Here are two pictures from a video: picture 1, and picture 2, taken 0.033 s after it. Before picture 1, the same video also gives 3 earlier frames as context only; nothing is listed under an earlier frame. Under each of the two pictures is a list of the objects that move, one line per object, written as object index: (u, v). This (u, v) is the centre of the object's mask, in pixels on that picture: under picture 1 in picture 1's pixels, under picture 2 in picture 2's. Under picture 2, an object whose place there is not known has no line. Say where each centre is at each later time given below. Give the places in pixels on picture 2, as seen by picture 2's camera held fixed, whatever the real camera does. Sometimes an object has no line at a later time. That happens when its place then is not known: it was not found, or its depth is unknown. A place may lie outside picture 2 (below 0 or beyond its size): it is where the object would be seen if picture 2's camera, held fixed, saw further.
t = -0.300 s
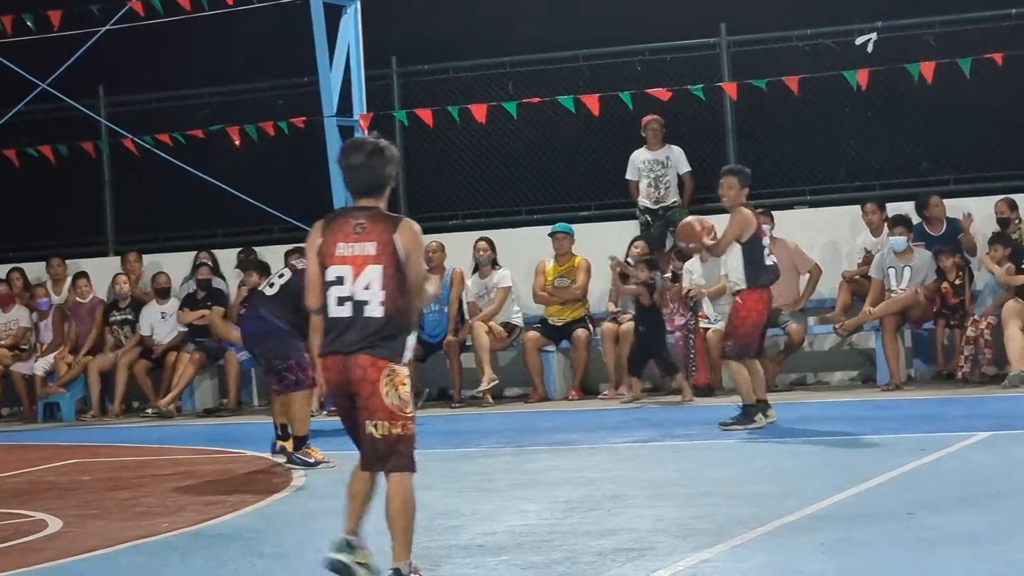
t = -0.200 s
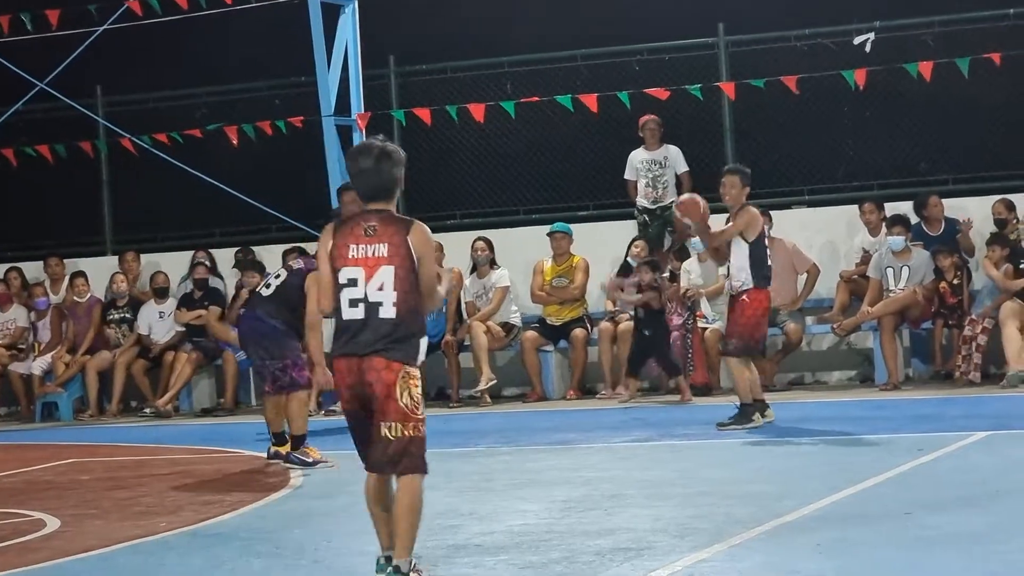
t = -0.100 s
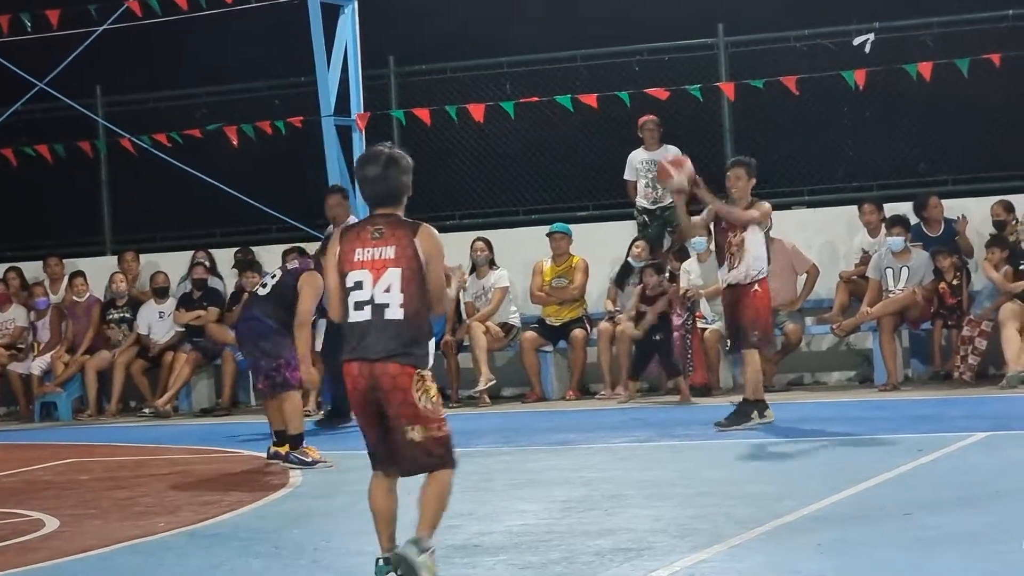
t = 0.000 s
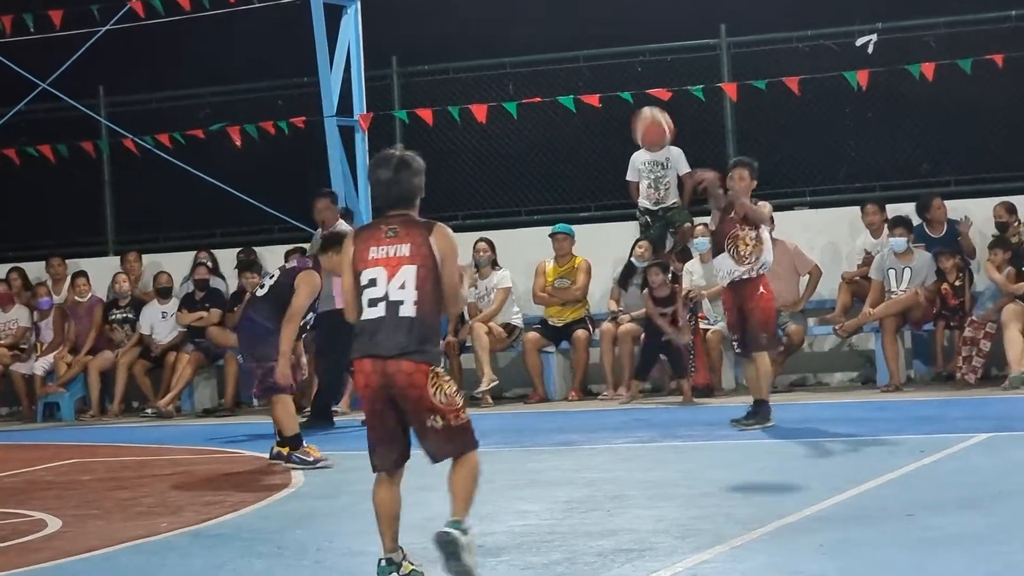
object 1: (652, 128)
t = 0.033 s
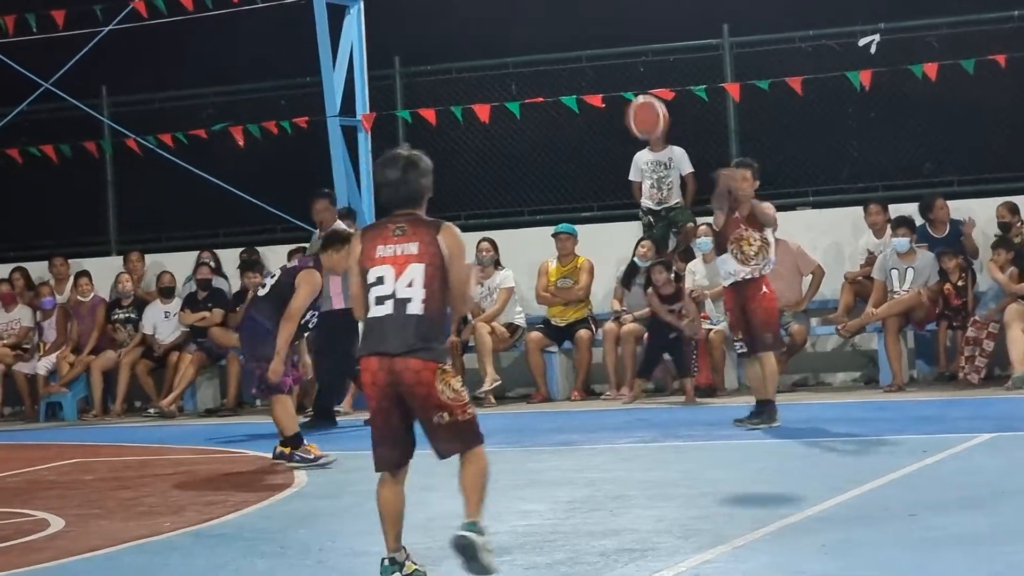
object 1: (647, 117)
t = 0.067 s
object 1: (638, 107)
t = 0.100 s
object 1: (628, 99)
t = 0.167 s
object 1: (608, 88)
